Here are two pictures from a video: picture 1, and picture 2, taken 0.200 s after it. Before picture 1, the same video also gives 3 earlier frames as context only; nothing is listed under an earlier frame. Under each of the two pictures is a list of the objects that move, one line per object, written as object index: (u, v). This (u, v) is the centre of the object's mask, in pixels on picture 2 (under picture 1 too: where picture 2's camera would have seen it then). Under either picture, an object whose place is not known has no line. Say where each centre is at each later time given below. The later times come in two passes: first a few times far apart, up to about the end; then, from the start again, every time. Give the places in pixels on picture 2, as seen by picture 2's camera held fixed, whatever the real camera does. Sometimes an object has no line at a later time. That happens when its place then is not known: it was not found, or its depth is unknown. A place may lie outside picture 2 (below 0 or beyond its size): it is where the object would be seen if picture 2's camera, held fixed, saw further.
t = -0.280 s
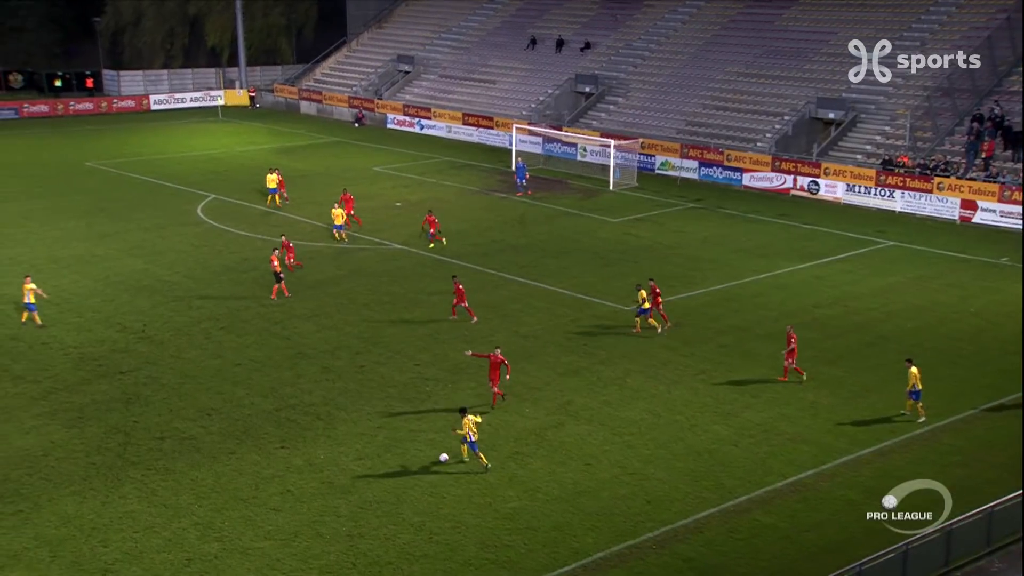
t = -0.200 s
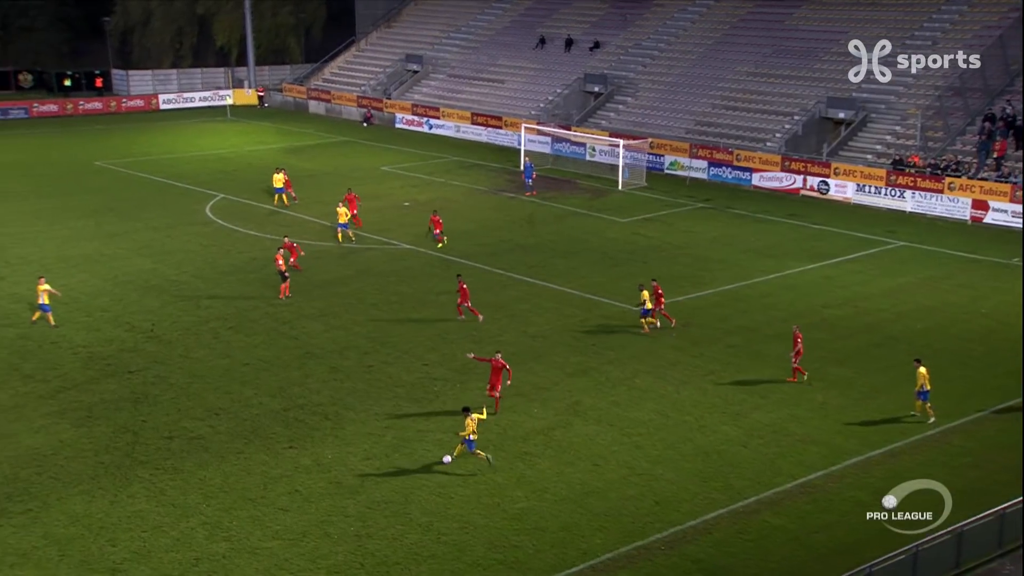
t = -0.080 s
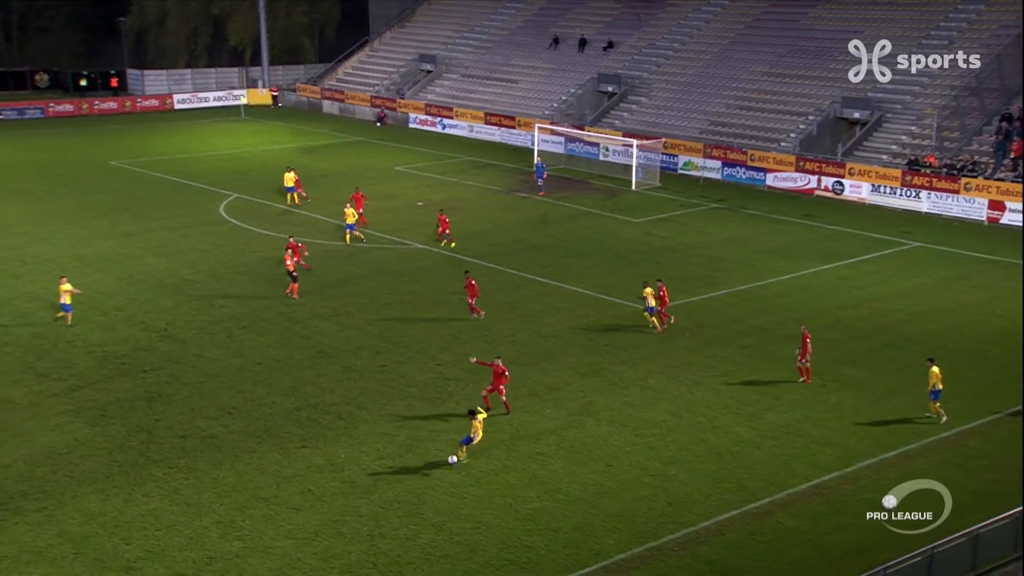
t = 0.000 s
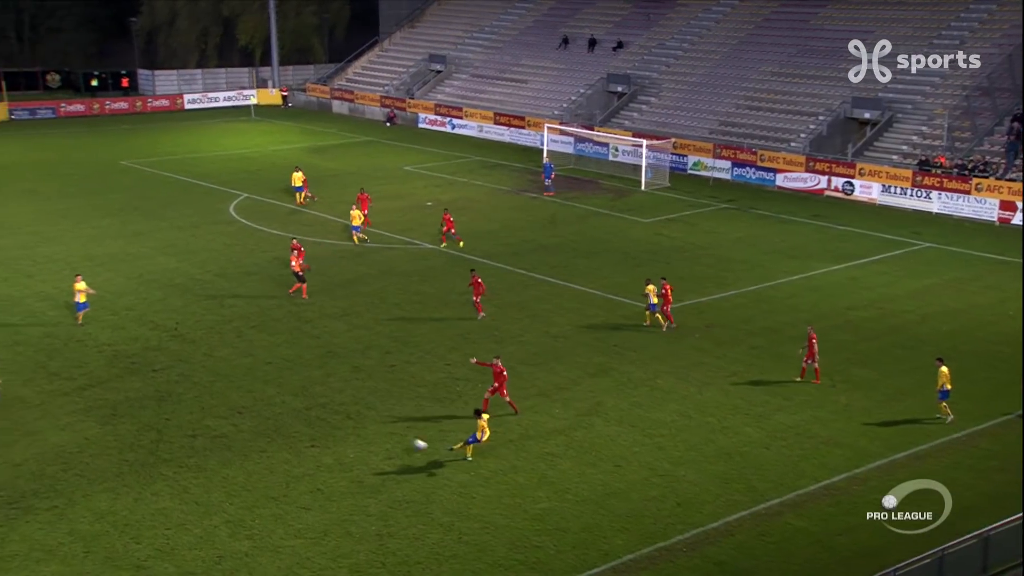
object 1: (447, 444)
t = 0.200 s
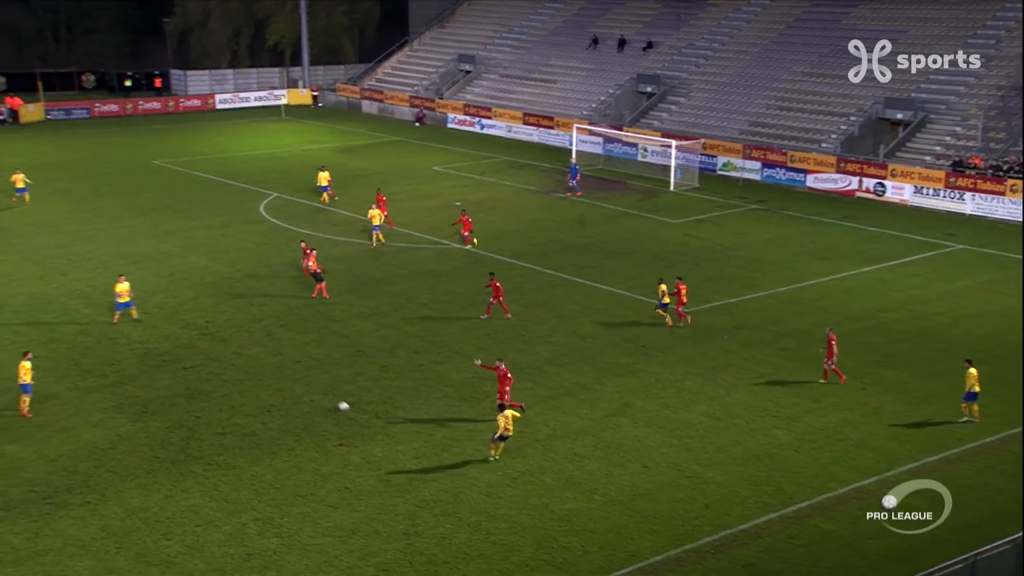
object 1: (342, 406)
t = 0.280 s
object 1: (309, 394)
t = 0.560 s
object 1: (217, 357)
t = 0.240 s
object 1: (326, 400)
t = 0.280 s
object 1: (309, 394)
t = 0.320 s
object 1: (293, 388)
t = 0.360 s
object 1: (279, 382)
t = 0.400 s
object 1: (265, 376)
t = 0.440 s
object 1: (252, 371)
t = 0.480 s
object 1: (240, 367)
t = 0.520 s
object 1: (228, 361)
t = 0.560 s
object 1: (217, 357)
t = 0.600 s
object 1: (206, 352)
